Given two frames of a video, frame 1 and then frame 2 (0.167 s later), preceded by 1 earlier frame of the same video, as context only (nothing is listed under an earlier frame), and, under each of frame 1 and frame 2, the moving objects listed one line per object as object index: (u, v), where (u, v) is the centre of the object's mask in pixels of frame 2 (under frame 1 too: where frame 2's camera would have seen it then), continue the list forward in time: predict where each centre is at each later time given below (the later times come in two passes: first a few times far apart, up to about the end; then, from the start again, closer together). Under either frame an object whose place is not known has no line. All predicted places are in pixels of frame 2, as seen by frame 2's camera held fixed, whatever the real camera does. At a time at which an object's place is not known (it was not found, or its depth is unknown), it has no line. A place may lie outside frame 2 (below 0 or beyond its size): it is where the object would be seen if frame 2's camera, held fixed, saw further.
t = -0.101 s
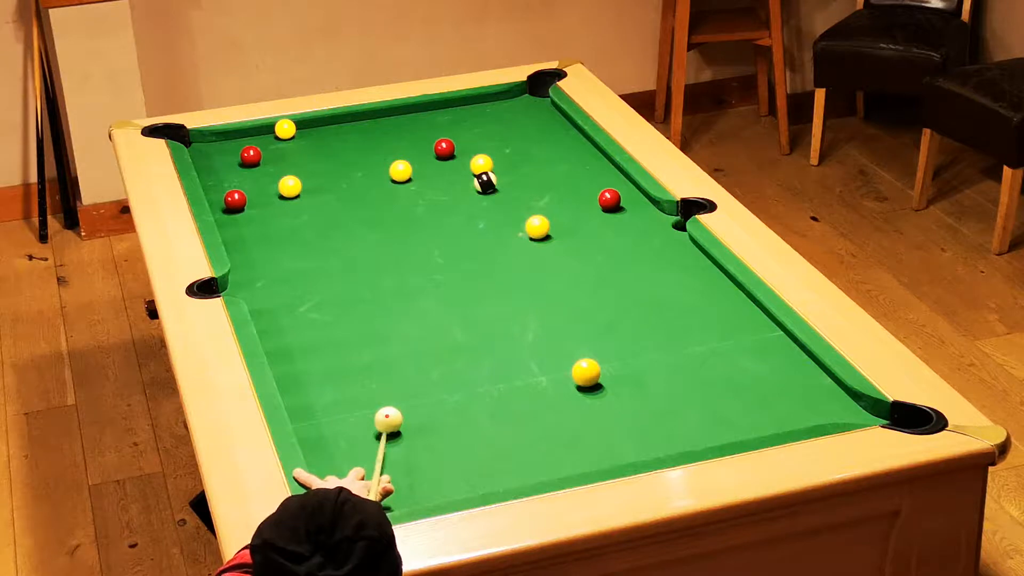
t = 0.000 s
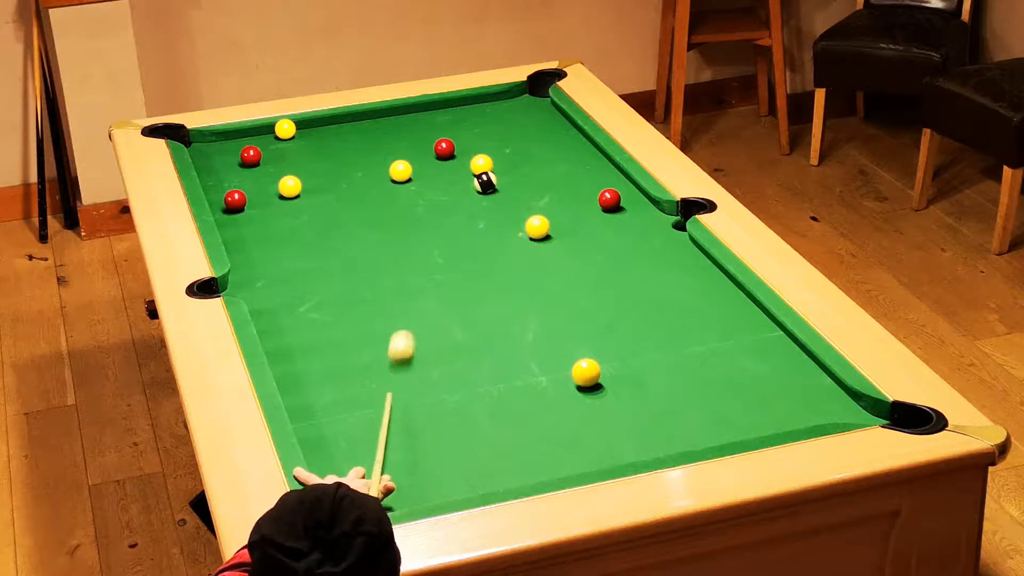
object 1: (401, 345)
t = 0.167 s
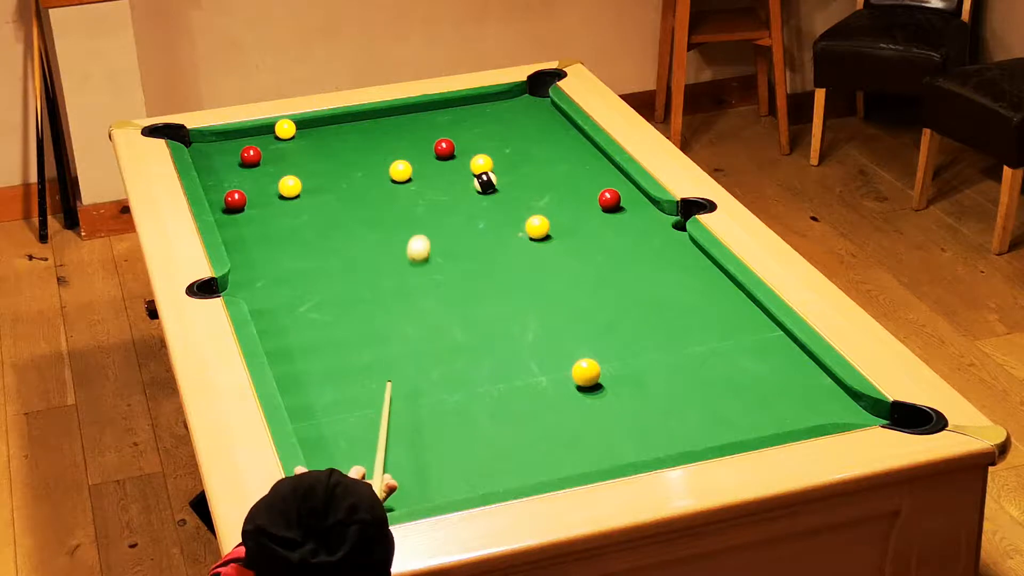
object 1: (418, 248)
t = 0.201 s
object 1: (421, 233)
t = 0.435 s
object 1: (428, 155)
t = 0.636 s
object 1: (375, 141)
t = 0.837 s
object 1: (332, 124)
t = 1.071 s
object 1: (299, 139)
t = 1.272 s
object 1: (271, 157)
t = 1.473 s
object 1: (244, 176)
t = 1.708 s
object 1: (216, 196)
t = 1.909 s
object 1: (219, 200)
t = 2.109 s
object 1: (220, 202)
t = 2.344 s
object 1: (222, 204)
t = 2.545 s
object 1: (223, 205)
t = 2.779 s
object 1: (223, 205)
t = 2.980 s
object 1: (223, 206)
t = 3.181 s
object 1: (223, 206)
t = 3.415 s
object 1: (223, 206)
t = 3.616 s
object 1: (223, 206)
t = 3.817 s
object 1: (223, 206)
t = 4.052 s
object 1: (223, 206)
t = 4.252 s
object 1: (223, 206)
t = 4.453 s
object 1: (223, 206)
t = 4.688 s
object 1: (223, 206)
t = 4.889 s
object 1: (223, 206)
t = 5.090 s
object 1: (223, 206)
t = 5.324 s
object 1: (223, 206)
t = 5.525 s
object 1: (223, 206)
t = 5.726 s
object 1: (223, 206)
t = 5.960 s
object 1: (223, 206)
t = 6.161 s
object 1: (223, 206)
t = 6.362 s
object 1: (223, 206)
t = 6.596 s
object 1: (223, 206)
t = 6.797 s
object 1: (223, 206)
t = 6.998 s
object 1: (223, 206)
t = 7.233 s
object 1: (223, 206)
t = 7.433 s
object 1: (223, 206)
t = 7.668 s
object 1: (223, 206)
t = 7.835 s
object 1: (223, 206)
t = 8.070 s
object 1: (223, 206)
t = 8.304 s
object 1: (223, 206)
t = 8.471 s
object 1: (223, 206)
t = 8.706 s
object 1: (223, 206)
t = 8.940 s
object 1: (223, 206)
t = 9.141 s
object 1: (223, 206)
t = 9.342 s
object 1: (223, 206)
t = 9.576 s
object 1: (223, 206)
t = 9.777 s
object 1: (223, 206)
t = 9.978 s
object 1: (223, 206)
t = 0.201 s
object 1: (421, 233)
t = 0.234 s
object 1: (424, 218)
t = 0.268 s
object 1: (426, 205)
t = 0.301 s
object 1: (428, 192)
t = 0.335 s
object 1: (430, 181)
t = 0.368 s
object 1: (431, 170)
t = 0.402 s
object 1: (433, 160)
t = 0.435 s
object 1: (428, 155)
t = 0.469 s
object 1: (418, 154)
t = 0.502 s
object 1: (408, 151)
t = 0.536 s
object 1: (398, 149)
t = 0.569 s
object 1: (390, 147)
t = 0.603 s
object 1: (382, 144)
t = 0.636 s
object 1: (375, 141)
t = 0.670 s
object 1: (367, 138)
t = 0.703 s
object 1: (360, 136)
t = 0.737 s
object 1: (353, 133)
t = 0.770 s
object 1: (346, 130)
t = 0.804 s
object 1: (339, 127)
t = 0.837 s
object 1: (332, 124)
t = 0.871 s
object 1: (325, 122)
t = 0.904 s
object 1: (320, 124)
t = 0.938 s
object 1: (316, 127)
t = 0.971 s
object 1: (312, 130)
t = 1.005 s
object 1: (307, 133)
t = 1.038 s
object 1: (303, 136)
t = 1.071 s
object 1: (299, 139)
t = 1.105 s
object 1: (294, 142)
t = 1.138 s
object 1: (290, 145)
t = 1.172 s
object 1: (285, 148)
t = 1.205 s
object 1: (280, 151)
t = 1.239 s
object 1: (276, 154)
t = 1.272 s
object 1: (271, 157)
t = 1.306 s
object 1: (267, 160)
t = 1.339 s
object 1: (262, 164)
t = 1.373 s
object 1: (258, 167)
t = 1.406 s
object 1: (253, 170)
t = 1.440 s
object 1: (248, 173)
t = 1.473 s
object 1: (244, 176)
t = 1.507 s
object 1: (239, 179)
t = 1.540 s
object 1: (234, 181)
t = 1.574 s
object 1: (229, 184)
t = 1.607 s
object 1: (224, 187)
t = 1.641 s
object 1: (219, 191)
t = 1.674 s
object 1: (216, 194)
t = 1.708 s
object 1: (216, 196)
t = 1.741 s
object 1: (218, 197)
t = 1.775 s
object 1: (218, 198)
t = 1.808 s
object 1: (218, 198)
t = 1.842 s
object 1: (218, 199)
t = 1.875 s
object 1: (219, 199)
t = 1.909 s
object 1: (219, 200)
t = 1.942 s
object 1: (219, 200)
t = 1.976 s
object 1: (219, 200)
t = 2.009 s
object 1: (219, 201)
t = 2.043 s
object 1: (220, 201)
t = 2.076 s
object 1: (220, 201)
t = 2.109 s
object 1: (220, 202)
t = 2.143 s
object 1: (220, 202)
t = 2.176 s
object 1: (221, 202)
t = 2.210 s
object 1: (221, 203)
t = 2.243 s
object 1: (221, 203)
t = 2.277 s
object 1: (221, 203)
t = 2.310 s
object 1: (222, 203)
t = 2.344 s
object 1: (222, 204)
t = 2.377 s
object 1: (222, 204)
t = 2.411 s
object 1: (222, 204)
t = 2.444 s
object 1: (222, 204)
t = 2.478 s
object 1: (222, 204)
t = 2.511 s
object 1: (222, 204)
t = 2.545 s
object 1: (223, 205)
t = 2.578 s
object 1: (223, 205)
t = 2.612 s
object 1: (223, 205)
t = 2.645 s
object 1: (223, 205)
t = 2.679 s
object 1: (223, 205)
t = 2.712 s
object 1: (223, 205)
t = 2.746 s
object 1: (223, 205)
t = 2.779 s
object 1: (223, 205)
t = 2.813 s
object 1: (223, 205)
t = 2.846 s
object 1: (223, 205)
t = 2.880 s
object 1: (223, 206)
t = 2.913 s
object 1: (223, 206)
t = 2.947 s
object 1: (223, 206)
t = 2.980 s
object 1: (223, 206)
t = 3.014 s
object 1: (223, 206)
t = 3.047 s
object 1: (223, 206)
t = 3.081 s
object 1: (223, 206)
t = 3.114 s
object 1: (223, 206)
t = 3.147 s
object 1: (223, 206)
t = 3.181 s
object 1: (223, 206)
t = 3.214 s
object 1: (223, 206)
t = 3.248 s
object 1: (223, 206)
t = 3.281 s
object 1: (223, 206)
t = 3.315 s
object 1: (223, 206)
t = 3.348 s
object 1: (223, 206)
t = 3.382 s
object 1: (223, 206)
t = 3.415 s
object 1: (223, 206)
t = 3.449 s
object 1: (223, 206)
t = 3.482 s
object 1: (223, 206)
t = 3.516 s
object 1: (223, 206)
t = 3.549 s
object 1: (223, 206)
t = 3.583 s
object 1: (223, 206)
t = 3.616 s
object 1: (223, 206)
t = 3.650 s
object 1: (223, 206)
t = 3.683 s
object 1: (223, 206)
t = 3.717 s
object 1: (223, 206)
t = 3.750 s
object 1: (223, 206)
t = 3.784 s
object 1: (223, 206)
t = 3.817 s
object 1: (223, 206)
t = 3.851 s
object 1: (223, 206)
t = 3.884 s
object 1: (223, 206)
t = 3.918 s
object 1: (223, 206)
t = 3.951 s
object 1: (223, 206)
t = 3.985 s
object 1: (223, 206)
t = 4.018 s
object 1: (223, 206)
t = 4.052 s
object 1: (223, 206)
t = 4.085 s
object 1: (223, 206)
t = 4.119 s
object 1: (223, 206)
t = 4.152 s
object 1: (223, 206)
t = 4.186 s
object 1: (223, 206)
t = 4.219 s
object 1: (223, 206)
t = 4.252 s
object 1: (223, 206)
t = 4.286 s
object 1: (223, 206)
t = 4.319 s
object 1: (223, 206)
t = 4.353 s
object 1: (223, 206)
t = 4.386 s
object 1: (223, 206)
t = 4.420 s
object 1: (223, 206)
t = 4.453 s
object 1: (223, 206)
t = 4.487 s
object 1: (223, 206)
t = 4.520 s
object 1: (223, 206)
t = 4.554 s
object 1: (223, 206)
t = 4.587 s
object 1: (223, 206)
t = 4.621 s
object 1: (223, 206)
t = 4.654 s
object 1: (223, 206)
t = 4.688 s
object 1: (223, 206)
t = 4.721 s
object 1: (223, 206)
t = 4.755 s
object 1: (223, 206)
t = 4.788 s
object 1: (223, 206)
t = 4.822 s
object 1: (223, 206)
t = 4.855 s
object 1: (223, 206)
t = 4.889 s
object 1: (223, 206)
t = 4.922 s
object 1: (223, 206)
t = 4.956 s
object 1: (223, 206)
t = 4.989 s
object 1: (223, 206)
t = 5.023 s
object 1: (223, 206)
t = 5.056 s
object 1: (223, 206)
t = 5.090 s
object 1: (223, 206)
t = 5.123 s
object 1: (223, 206)
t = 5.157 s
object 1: (223, 206)
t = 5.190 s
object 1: (223, 206)
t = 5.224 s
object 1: (223, 206)
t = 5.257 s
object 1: (223, 206)
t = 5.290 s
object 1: (223, 206)
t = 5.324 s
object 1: (223, 206)
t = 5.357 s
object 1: (223, 206)
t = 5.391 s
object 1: (223, 206)
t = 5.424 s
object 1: (223, 206)
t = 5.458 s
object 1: (223, 206)
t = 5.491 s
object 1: (223, 206)
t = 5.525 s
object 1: (223, 206)
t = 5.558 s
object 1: (223, 206)
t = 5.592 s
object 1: (223, 206)
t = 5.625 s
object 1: (223, 206)
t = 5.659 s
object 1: (223, 206)
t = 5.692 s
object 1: (223, 206)
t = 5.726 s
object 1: (223, 206)
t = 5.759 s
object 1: (223, 206)
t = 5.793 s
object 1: (223, 206)
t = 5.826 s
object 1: (223, 206)
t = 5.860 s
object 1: (223, 206)
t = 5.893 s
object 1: (223, 206)
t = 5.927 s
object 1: (223, 206)
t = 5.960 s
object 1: (223, 206)
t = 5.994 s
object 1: (223, 206)
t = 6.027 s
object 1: (223, 206)
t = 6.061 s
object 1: (223, 206)
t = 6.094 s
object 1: (223, 206)
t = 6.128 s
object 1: (223, 206)
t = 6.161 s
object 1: (223, 206)
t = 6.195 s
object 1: (223, 206)
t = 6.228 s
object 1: (223, 206)
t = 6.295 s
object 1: (223, 206)
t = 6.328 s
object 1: (223, 206)
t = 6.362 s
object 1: (223, 206)
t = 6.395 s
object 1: (223, 206)
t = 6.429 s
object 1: (223, 206)
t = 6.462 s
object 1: (223, 206)
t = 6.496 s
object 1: (223, 206)
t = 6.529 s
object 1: (223, 206)
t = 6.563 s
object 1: (223, 206)
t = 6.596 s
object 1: (223, 206)
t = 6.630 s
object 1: (223, 206)
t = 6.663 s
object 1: (223, 206)
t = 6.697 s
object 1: (223, 206)
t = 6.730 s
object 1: (223, 206)
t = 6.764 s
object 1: (223, 206)
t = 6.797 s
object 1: (223, 206)
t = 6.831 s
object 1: (223, 206)
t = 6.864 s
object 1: (223, 206)
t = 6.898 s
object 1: (223, 206)
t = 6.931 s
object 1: (223, 206)
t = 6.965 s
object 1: (223, 206)
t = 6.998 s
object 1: (223, 206)
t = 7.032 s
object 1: (223, 206)
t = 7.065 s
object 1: (223, 206)
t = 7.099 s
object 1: (223, 206)
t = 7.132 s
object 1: (223, 206)
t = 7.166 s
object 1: (223, 206)
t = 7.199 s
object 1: (223, 206)
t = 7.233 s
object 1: (223, 206)
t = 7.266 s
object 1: (223, 206)
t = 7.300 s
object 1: (223, 206)
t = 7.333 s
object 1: (223, 206)
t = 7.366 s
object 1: (223, 206)
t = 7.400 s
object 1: (223, 206)
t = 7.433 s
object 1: (223, 206)
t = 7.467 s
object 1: (223, 206)
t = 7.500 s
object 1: (223, 206)
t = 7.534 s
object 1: (223, 206)
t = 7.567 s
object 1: (223, 206)
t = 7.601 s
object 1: (223, 206)
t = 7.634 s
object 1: (223, 206)
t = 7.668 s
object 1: (223, 206)
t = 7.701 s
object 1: (223, 206)
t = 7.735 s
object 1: (223, 206)
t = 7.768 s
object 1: (223, 206)
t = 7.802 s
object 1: (223, 206)
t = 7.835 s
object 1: (223, 206)
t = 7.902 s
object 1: (223, 206)
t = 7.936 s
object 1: (223, 206)
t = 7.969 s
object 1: (223, 206)
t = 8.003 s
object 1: (223, 206)
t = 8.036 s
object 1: (223, 206)
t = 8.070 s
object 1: (223, 206)
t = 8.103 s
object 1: (223, 206)
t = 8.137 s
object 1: (223, 206)
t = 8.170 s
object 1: (223, 206)
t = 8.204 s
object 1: (223, 206)
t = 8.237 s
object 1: (223, 206)
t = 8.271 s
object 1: (223, 206)
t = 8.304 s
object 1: (223, 206)
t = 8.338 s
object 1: (223, 206)
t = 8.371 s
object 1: (223, 206)
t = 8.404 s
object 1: (223, 206)
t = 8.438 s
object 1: (223, 206)
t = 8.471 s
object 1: (223, 206)
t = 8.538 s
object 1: (223, 206)
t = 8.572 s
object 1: (223, 206)
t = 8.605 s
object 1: (223, 206)
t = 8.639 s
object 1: (223, 206)
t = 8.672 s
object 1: (223, 206)
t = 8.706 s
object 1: (223, 206)
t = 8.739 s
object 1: (223, 206)
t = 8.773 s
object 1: (223, 206)
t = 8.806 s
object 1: (223, 206)
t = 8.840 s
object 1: (223, 206)
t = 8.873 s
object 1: (223, 206)
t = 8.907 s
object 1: (223, 206)
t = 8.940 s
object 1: (223, 206)
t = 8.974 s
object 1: (223, 206)
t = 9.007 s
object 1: (223, 206)
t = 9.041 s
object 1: (223, 206)
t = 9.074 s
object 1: (223, 206)
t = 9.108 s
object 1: (223, 206)
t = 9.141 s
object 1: (223, 206)
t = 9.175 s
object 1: (223, 206)
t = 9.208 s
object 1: (223, 206)
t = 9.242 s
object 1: (223, 206)
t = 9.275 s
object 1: (223, 206)
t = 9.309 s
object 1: (223, 206)
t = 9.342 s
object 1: (223, 206)
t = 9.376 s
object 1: (223, 206)
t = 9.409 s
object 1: (223, 206)
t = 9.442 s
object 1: (223, 206)
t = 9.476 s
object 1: (223, 206)
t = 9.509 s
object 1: (223, 206)
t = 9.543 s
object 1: (223, 206)
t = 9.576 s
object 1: (223, 206)
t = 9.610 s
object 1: (223, 206)
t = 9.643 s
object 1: (223, 206)
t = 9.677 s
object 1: (223, 206)
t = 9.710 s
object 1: (223, 206)
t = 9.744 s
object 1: (223, 206)
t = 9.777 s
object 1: (223, 206)
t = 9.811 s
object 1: (223, 206)
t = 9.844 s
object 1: (223, 206)
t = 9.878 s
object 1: (223, 206)
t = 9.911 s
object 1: (223, 206)
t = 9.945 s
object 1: (223, 206)
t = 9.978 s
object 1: (223, 206)
